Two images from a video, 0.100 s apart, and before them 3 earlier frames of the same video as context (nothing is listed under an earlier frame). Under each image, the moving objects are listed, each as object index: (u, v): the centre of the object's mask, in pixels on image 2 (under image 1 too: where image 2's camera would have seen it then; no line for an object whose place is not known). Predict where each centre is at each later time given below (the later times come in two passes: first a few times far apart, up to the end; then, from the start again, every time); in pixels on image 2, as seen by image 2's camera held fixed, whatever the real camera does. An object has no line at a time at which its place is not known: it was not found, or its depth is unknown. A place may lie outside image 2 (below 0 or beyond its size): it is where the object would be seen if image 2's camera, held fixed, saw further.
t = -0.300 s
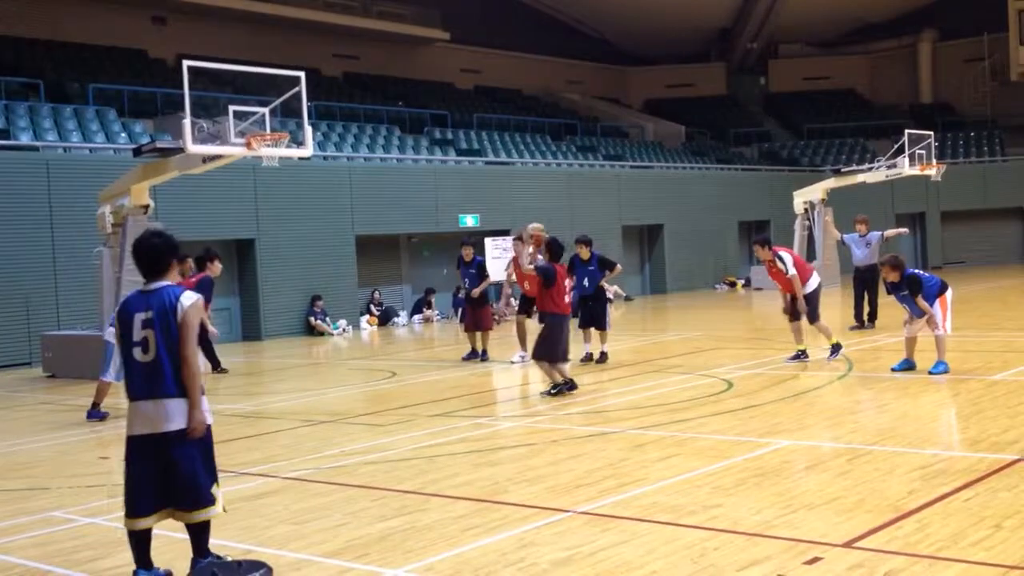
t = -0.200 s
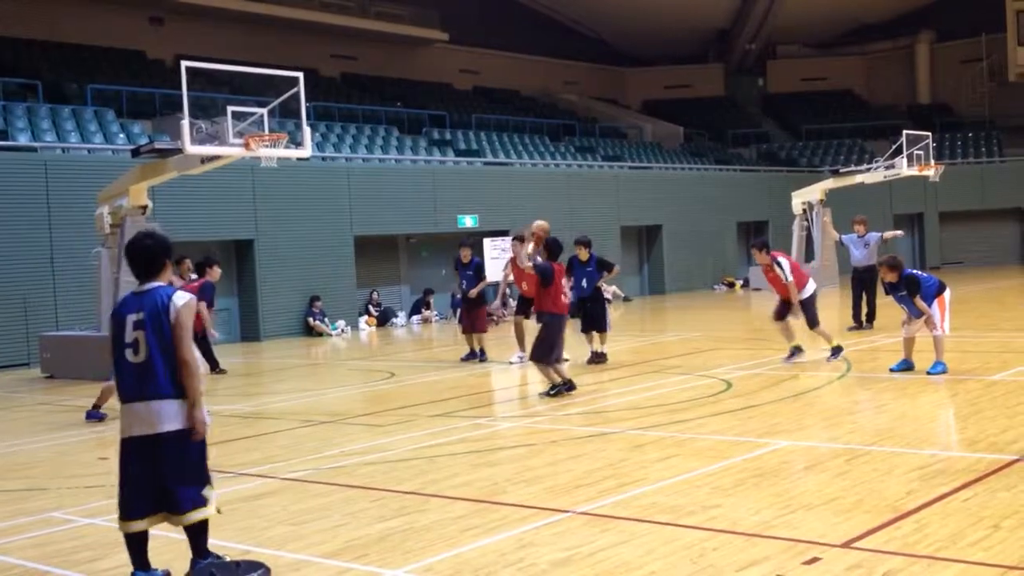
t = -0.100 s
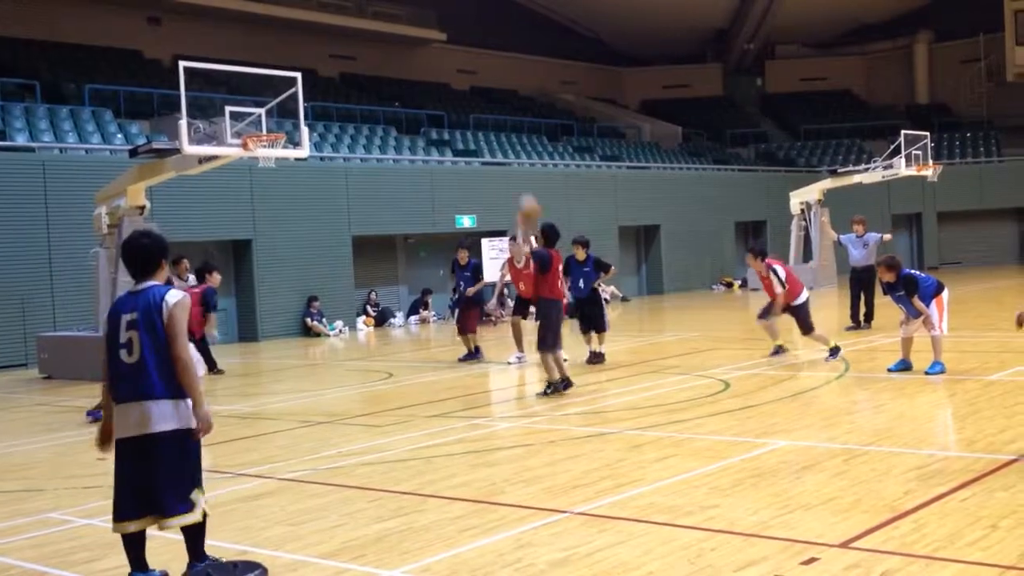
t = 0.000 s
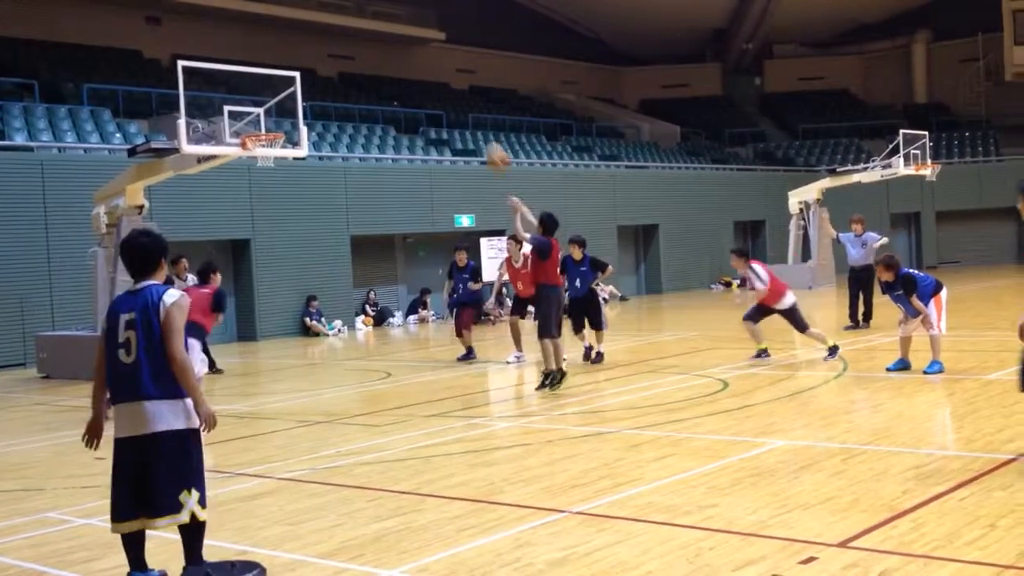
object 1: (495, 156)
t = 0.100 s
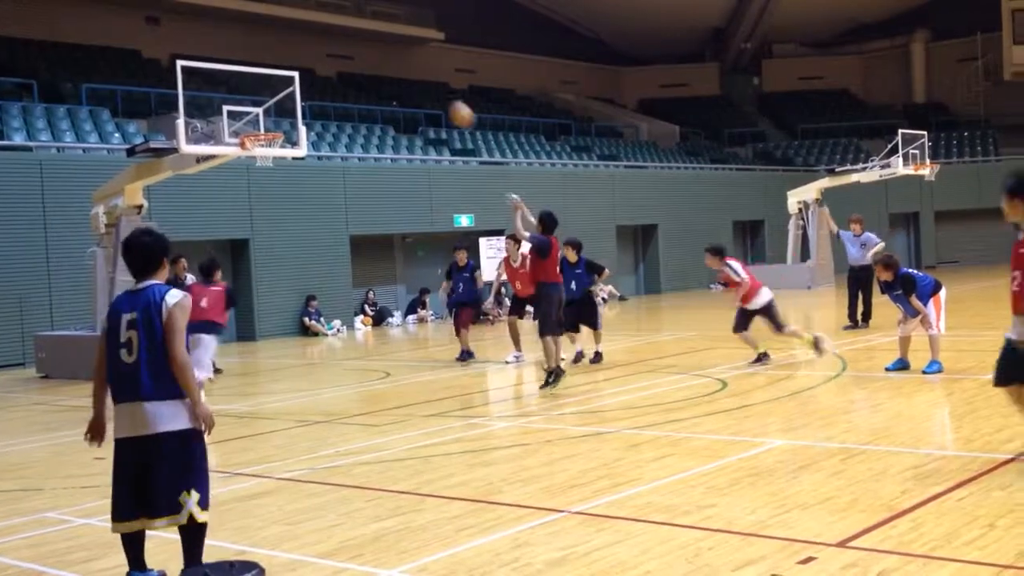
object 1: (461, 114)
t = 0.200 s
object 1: (430, 84)
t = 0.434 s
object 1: (365, 51)
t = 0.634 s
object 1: (317, 60)
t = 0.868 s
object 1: (270, 107)
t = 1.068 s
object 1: (274, 99)
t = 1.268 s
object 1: (308, 72)
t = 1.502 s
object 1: (350, 83)
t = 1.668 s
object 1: (384, 119)
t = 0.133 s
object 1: (451, 104)
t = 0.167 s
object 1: (440, 93)
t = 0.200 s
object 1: (430, 84)
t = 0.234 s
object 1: (421, 76)
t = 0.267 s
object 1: (410, 69)
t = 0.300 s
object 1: (401, 64)
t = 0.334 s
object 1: (391, 59)
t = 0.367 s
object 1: (382, 55)
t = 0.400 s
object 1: (373, 53)
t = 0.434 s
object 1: (365, 51)
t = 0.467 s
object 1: (356, 51)
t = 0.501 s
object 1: (347, 50)
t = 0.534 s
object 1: (339, 51)
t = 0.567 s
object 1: (331, 53)
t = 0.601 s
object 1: (323, 56)
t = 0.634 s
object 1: (317, 60)
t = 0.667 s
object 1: (309, 65)
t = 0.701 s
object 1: (303, 69)
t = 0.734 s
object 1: (296, 75)
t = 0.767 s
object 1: (286, 83)
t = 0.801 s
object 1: (282, 90)
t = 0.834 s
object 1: (276, 99)
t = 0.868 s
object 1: (270, 107)
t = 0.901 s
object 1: (265, 117)
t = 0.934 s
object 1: (255, 127)
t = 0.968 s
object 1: (257, 125)
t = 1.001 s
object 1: (265, 115)
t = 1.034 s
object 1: (269, 106)
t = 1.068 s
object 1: (274, 99)
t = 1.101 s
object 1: (279, 92)
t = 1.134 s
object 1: (284, 86)
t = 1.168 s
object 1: (290, 82)
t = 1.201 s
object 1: (296, 77)
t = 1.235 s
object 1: (302, 74)
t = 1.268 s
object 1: (308, 72)
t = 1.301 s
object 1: (313, 71)
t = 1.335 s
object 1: (319, 70)
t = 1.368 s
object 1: (325, 71)
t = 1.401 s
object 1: (331, 72)
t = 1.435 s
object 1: (337, 75)
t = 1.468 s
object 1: (344, 78)
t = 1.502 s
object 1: (350, 83)
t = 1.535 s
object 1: (357, 88)
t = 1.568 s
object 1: (364, 95)
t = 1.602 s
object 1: (371, 102)
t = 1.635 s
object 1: (377, 109)
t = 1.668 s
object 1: (384, 119)
